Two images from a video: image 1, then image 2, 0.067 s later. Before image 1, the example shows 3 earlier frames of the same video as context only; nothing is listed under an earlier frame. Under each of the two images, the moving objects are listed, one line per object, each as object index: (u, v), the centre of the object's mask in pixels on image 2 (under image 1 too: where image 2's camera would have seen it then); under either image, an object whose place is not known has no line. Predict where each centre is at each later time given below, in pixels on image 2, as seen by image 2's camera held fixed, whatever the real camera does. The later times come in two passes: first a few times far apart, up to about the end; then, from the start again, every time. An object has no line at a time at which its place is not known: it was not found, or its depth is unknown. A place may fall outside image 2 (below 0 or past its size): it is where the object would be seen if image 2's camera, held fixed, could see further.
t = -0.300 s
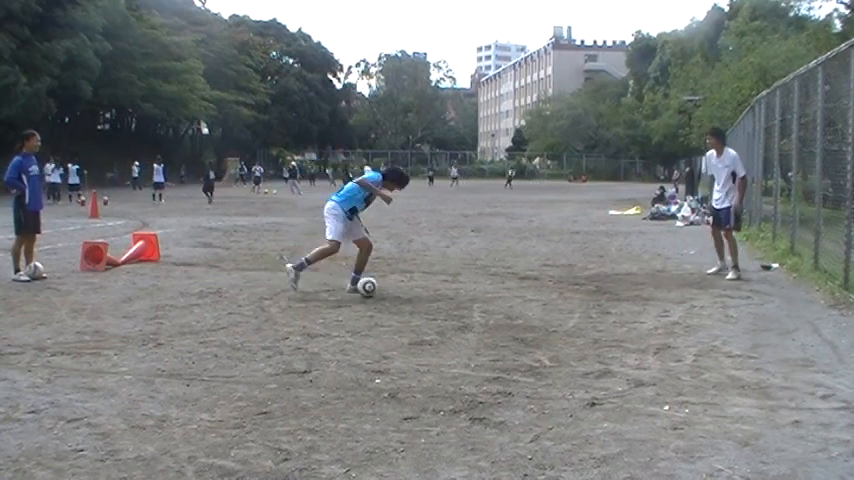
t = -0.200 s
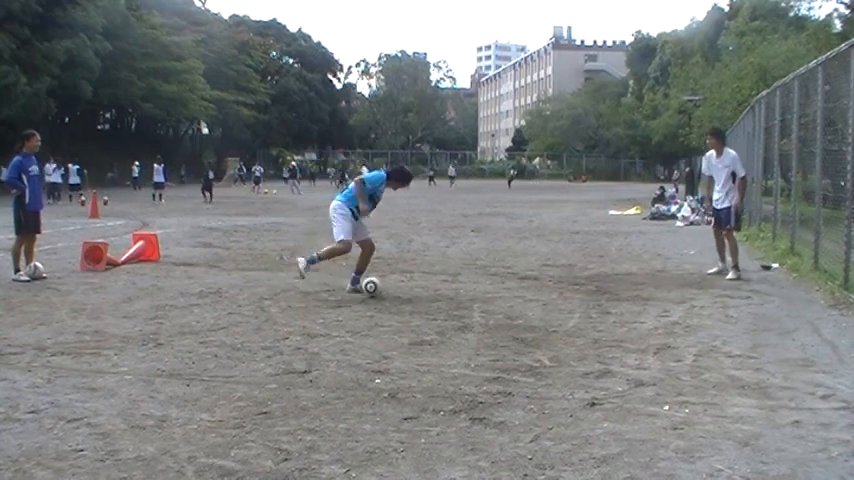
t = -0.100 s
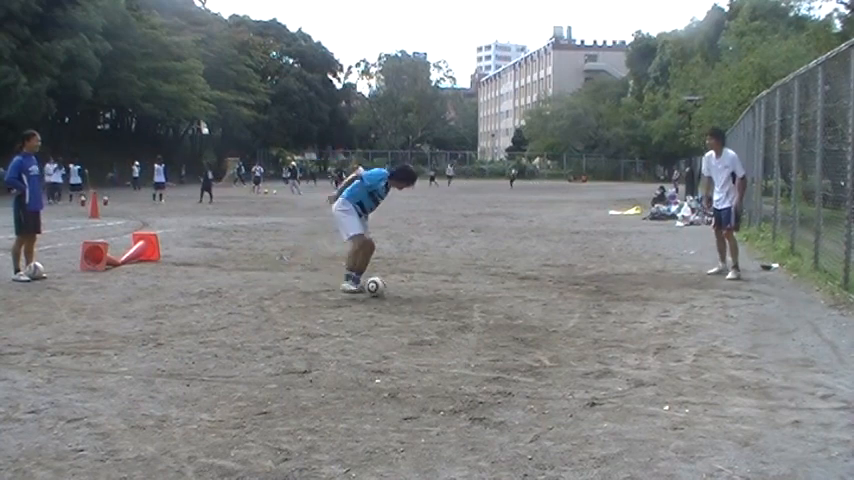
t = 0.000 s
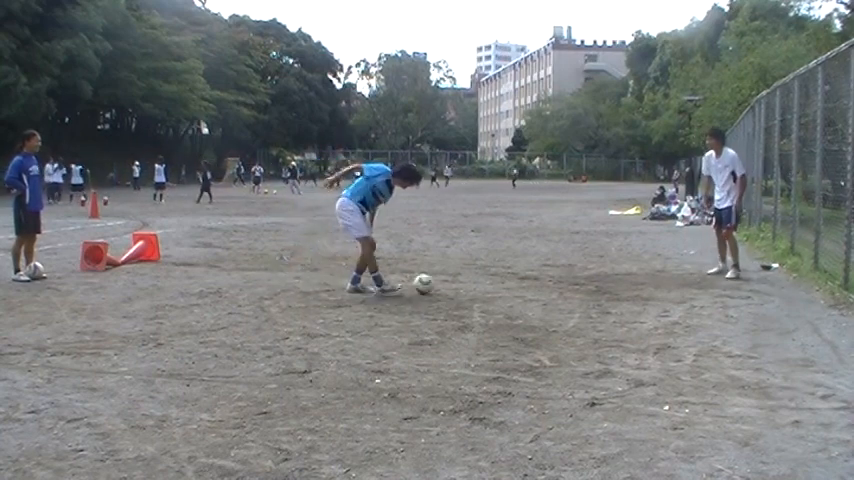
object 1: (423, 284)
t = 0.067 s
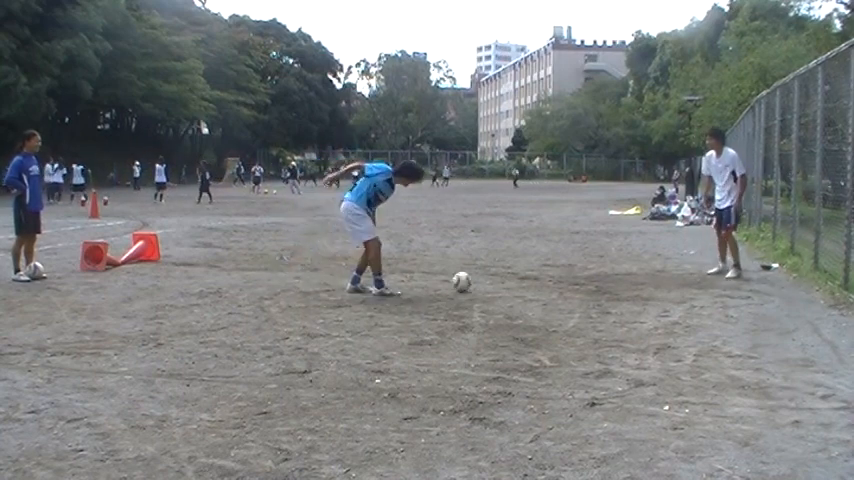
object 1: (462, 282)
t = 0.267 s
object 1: (555, 277)
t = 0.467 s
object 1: (625, 271)
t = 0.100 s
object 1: (479, 281)
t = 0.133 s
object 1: (496, 280)
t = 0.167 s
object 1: (511, 278)
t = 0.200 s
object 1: (527, 278)
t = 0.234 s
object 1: (541, 277)
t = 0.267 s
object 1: (555, 277)
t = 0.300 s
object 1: (567, 274)
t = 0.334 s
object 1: (578, 274)
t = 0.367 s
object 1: (590, 273)
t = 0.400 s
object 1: (602, 274)
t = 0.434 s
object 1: (613, 271)
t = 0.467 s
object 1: (625, 271)
